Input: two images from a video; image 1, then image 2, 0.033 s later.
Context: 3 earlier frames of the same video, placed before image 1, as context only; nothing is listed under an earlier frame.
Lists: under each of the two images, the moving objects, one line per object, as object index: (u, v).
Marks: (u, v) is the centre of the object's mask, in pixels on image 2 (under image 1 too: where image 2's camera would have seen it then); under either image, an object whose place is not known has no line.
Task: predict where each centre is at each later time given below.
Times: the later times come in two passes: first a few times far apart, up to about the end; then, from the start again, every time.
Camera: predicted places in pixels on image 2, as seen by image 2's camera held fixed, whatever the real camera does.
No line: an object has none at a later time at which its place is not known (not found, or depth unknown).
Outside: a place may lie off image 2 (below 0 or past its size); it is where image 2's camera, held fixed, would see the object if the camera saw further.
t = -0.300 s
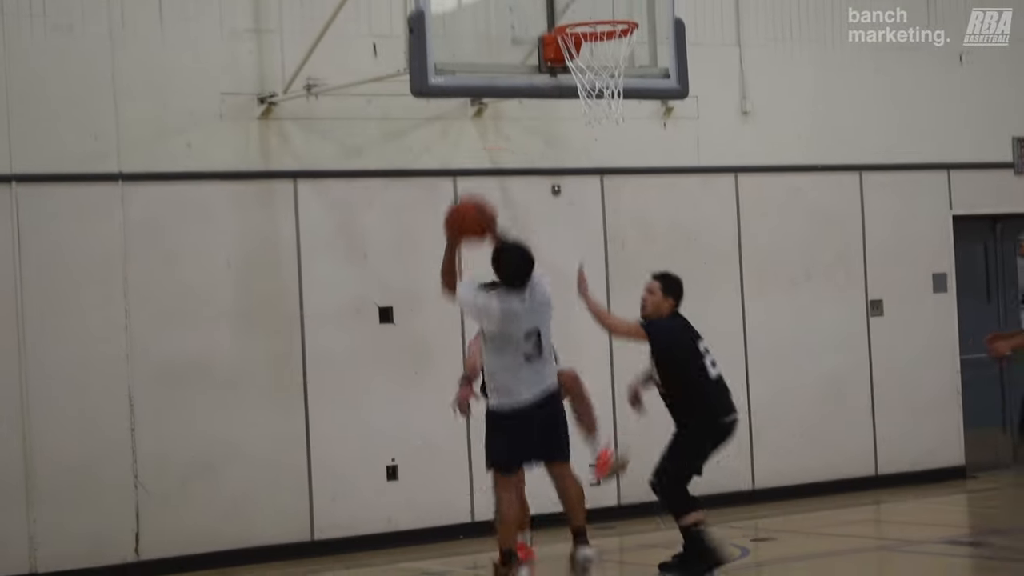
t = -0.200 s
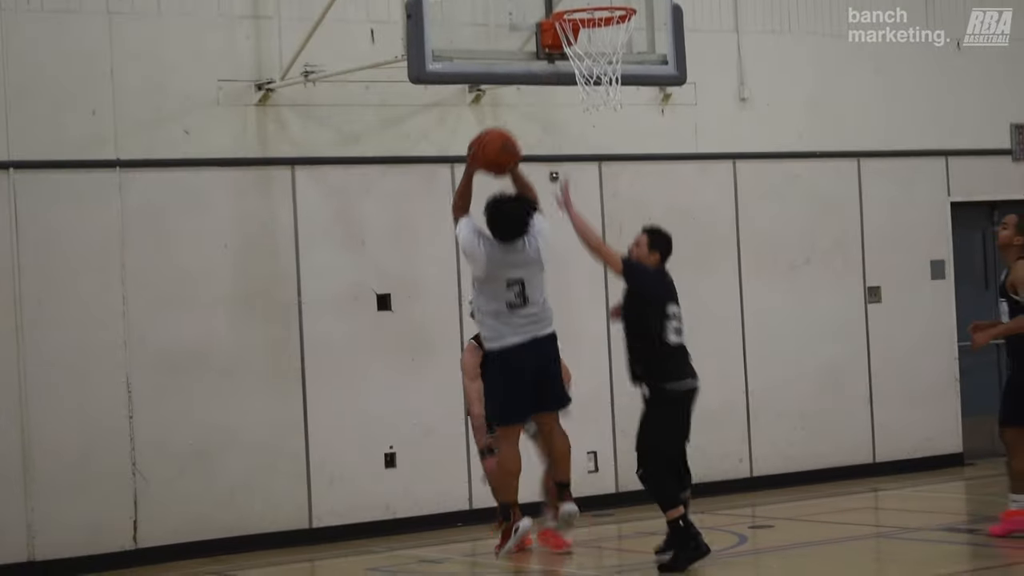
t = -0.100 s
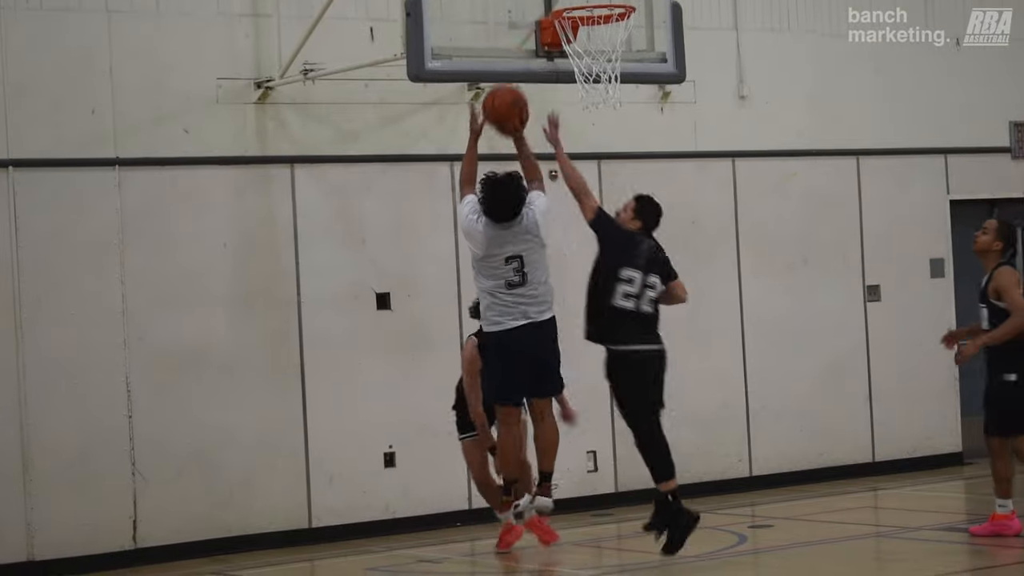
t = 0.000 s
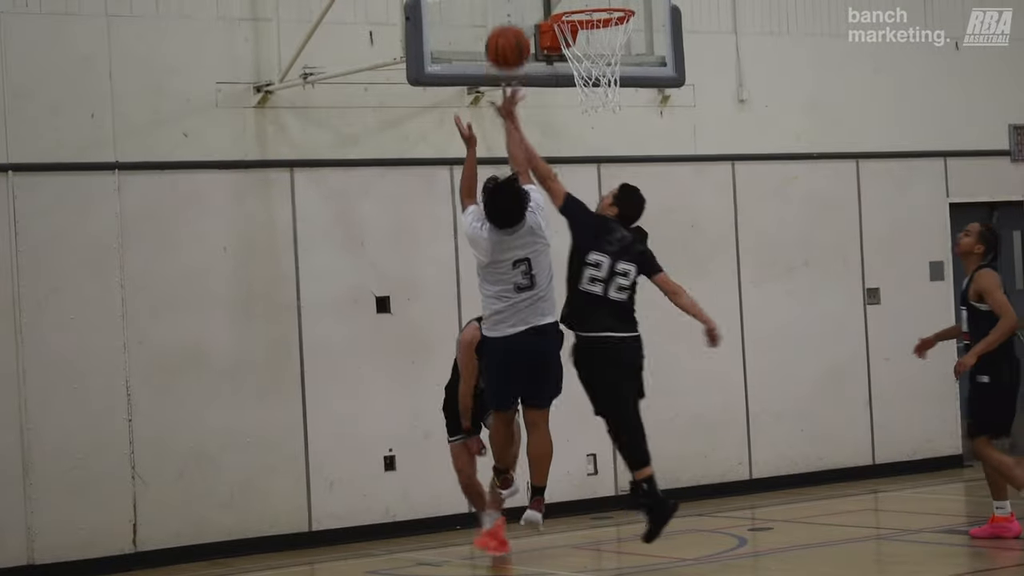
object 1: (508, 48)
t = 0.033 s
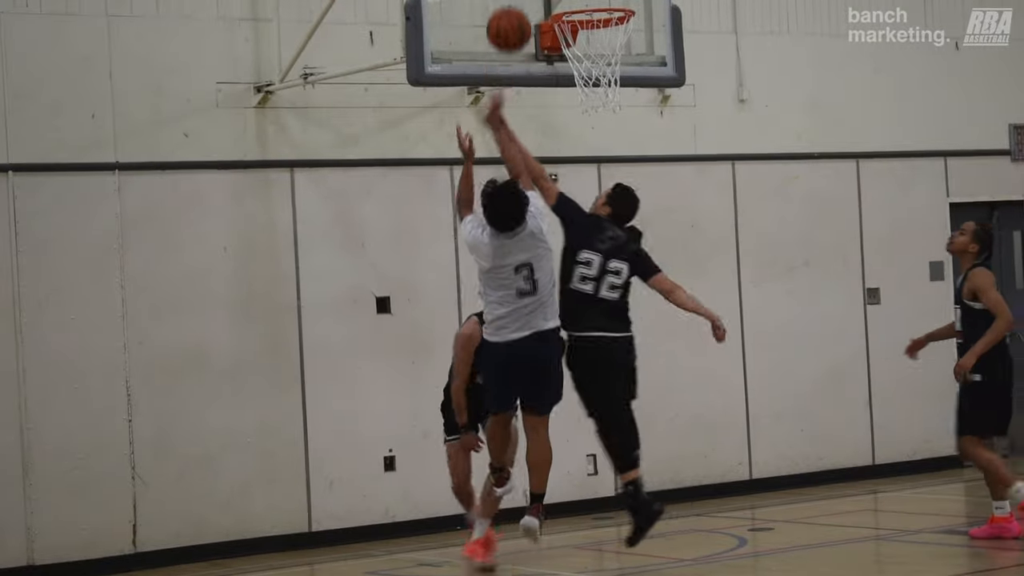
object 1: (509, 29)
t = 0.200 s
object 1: (514, -24)
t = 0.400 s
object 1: (551, -37)
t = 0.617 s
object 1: (595, -2)
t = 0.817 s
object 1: (600, 30)
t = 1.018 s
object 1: (612, 66)
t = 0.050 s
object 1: (509, 21)
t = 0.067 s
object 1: (510, 16)
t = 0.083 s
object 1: (510, 11)
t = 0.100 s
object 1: (511, 7)
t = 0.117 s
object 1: (511, 2)
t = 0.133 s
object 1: (512, -2)
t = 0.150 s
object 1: (513, -7)
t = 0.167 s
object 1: (513, -12)
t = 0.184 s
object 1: (514, -18)
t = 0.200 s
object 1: (514, -24)
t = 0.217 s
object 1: (515, -31)
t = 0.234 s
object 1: (516, -36)
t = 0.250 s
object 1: (517, -38)
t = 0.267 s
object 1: (517, -39)
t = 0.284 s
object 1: (518, -40)
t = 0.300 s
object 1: (519, -41)
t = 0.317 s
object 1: (521, -41)
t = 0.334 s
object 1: (527, -41)
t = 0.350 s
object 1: (533, -40)
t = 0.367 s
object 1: (540, -39)
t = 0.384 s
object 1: (545, -38)
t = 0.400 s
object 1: (551, -37)
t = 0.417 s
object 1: (557, -35)
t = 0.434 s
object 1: (563, -32)
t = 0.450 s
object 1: (569, -29)
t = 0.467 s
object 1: (575, -25)
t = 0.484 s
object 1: (581, -20)
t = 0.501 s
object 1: (587, -16)
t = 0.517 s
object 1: (594, -12)
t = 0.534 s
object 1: (600, -8)
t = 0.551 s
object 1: (605, -5)
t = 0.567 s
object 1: (603, -5)
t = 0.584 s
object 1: (600, -4)
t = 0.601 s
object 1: (598, -3)
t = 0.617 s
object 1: (595, -2)
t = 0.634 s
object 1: (592, -1)
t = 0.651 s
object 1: (590, 0)
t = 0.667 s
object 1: (587, 2)
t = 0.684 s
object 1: (586, 18)
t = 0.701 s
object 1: (586, 18)
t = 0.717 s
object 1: (587, 19)
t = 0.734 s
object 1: (591, 18)
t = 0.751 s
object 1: (592, 20)
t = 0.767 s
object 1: (595, 22)
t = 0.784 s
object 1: (596, 24)
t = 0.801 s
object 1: (598, 26)
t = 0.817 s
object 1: (600, 30)
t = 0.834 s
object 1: (603, 33)
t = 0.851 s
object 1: (604, 35)
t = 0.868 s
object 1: (605, 40)
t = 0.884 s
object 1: (606, 42)
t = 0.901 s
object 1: (607, 45)
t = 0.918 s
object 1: (608, 49)
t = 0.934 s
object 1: (610, 52)
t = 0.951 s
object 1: (610, 55)
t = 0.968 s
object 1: (611, 57)
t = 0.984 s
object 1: (611, 59)
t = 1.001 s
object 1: (611, 64)
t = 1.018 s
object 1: (612, 66)
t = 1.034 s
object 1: (611, 70)
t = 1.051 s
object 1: (612, 74)
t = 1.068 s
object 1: (611, 79)
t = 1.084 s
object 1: (612, 84)
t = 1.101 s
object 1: (612, 91)
